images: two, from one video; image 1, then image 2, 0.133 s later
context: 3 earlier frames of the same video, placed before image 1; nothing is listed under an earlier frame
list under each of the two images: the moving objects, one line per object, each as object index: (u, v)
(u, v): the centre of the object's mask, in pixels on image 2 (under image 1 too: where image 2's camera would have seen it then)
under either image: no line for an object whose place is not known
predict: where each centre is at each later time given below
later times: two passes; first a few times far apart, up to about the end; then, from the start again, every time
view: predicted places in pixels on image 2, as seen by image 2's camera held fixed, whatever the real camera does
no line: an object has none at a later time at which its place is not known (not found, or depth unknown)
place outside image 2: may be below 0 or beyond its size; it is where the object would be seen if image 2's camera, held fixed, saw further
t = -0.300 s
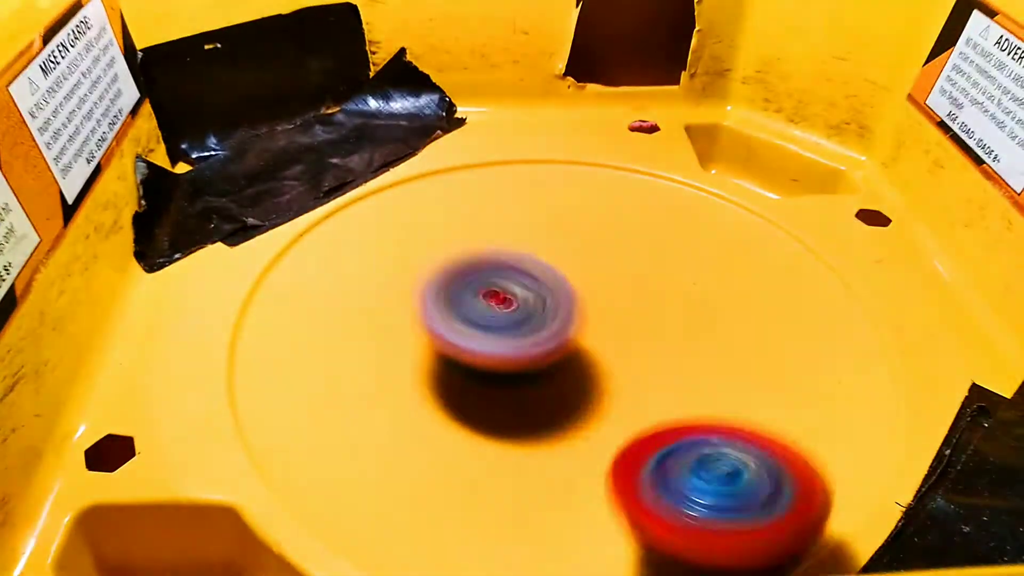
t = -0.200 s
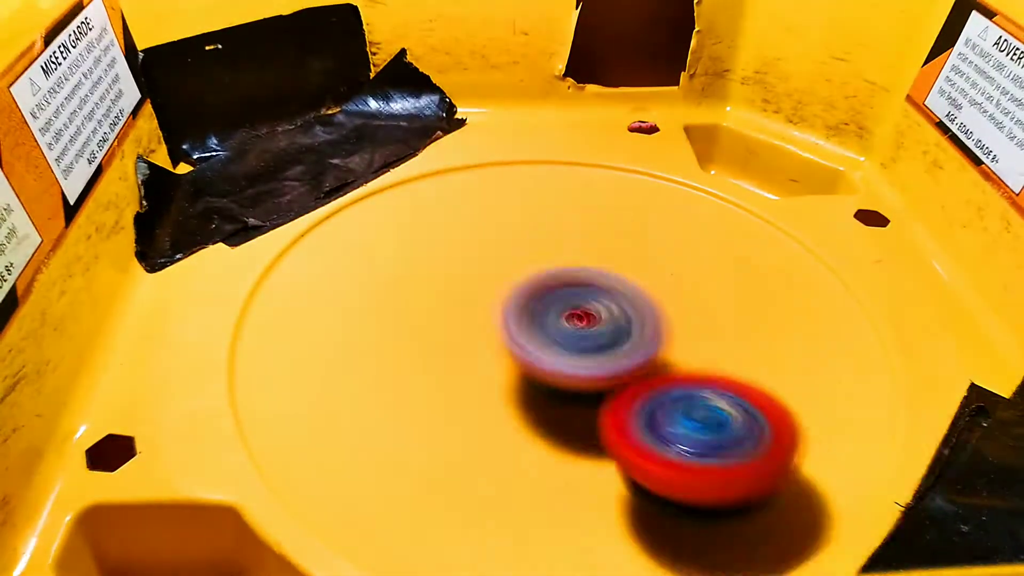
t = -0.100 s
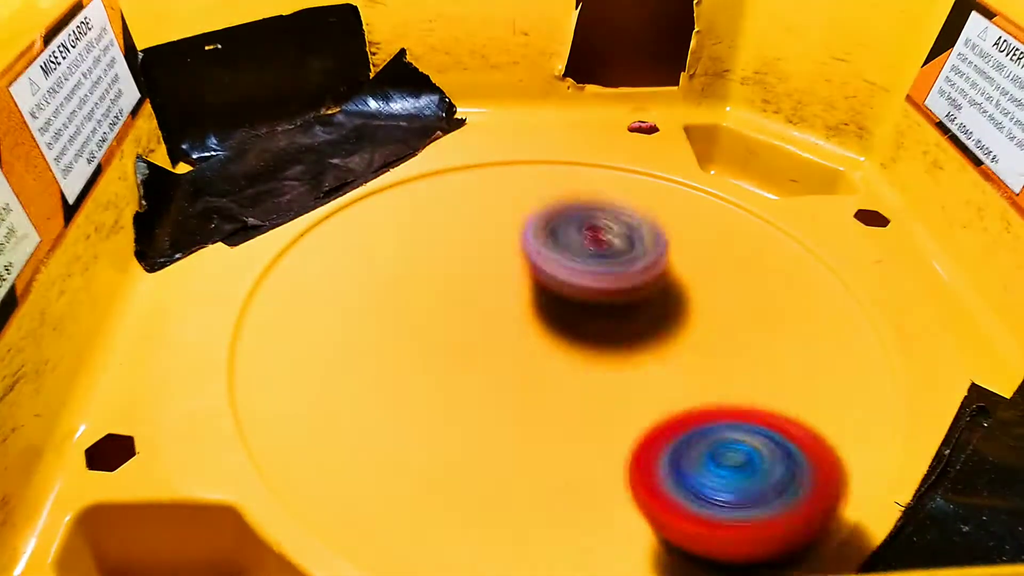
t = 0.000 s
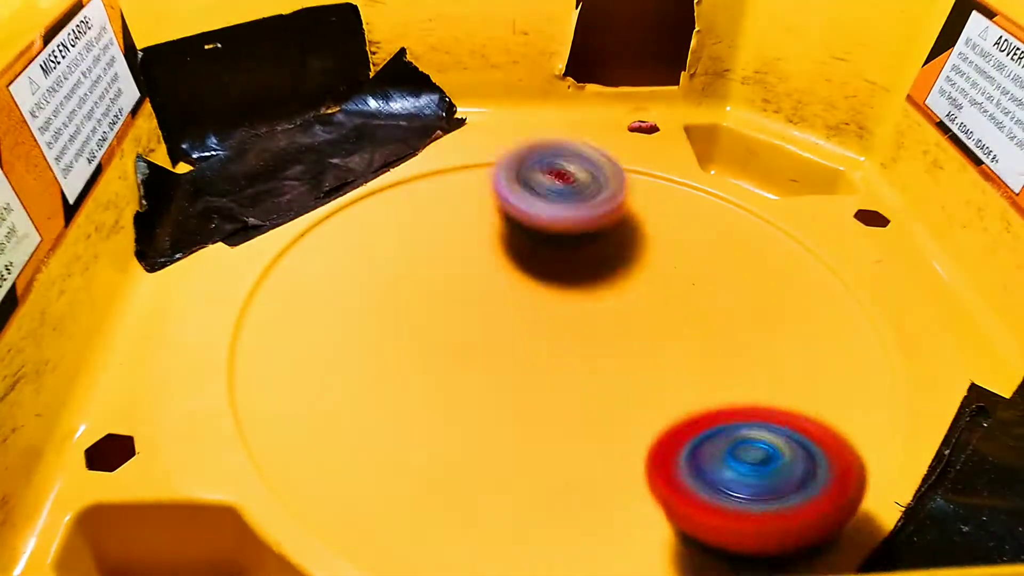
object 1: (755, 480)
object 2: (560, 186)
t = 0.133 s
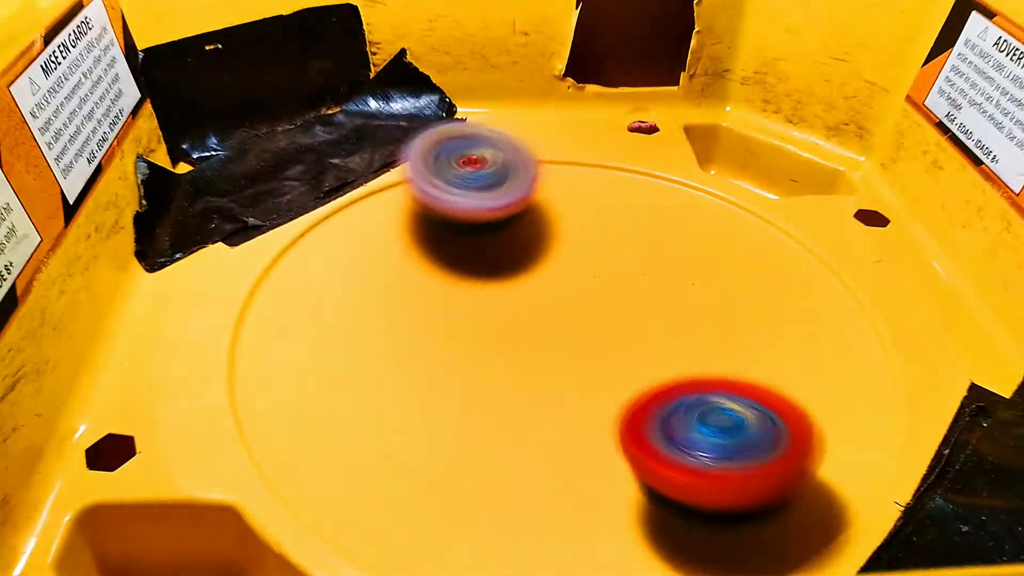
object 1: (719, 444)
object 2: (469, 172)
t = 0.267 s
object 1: (625, 404)
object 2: (409, 242)
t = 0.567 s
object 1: (682, 426)
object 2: (478, 289)
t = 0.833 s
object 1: (617, 345)
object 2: (526, 244)
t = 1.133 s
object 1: (539, 346)
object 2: (491, 232)
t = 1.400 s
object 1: (574, 458)
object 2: (518, 187)
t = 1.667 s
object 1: (637, 449)
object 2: (560, 231)
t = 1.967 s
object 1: (564, 355)
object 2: (661, 223)
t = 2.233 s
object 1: (475, 312)
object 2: (638, 225)
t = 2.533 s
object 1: (450, 280)
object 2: (642, 304)
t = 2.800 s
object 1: (511, 271)
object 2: (663, 330)
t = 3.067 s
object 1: (541, 227)
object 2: (702, 377)
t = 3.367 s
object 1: (575, 240)
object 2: (622, 353)
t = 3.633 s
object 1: (618, 243)
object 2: (535, 396)
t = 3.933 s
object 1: (635, 286)
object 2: (530, 364)
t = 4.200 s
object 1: (709, 276)
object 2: (454, 338)
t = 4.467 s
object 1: (679, 287)
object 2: (487, 301)
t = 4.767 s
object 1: (627, 333)
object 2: (479, 272)
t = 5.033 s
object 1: (601, 374)
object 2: (524, 246)
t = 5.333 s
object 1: (551, 362)
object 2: (587, 253)
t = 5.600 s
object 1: (419, 421)
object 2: (681, 178)
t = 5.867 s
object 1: (502, 374)
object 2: (616, 221)
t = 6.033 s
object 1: (497, 366)
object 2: (633, 255)
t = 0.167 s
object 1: (698, 434)
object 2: (447, 183)
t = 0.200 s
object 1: (676, 424)
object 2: (429, 199)
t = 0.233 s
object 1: (651, 413)
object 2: (414, 217)
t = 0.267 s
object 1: (625, 404)
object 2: (409, 242)
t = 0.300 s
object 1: (601, 395)
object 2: (412, 271)
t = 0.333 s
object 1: (576, 389)
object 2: (425, 298)
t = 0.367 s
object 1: (591, 412)
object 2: (426, 303)
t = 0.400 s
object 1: (612, 432)
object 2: (419, 299)
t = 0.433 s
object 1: (633, 444)
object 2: (421, 294)
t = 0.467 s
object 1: (649, 448)
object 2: (431, 290)
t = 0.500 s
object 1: (663, 446)
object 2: (445, 290)
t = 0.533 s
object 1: (674, 437)
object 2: (461, 290)
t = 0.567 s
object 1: (682, 426)
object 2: (478, 289)
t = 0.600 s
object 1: (686, 414)
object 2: (491, 288)
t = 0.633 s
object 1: (687, 401)
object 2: (502, 285)
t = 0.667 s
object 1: (683, 388)
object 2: (511, 280)
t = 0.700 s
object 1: (675, 377)
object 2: (518, 274)
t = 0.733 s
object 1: (663, 366)
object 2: (522, 265)
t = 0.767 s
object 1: (649, 357)
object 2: (525, 259)
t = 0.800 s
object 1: (631, 349)
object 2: (527, 252)
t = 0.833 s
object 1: (617, 345)
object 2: (526, 244)
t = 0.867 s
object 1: (605, 345)
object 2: (521, 235)
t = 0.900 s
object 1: (593, 345)
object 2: (515, 227)
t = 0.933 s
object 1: (580, 344)
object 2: (509, 222)
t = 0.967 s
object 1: (569, 343)
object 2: (502, 220)
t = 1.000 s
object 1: (560, 341)
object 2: (496, 222)
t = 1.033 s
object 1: (551, 338)
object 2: (492, 226)
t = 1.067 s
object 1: (545, 339)
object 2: (490, 229)
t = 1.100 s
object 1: (542, 343)
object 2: (489, 230)
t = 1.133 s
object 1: (539, 346)
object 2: (491, 232)
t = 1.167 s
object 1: (538, 348)
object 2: (495, 236)
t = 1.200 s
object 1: (534, 370)
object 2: (504, 229)
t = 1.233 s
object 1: (535, 394)
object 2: (511, 216)
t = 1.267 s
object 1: (540, 411)
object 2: (517, 205)
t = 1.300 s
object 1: (548, 426)
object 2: (519, 198)
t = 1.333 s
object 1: (556, 438)
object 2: (520, 192)
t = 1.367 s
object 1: (564, 448)
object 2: (519, 188)
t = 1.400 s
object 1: (574, 458)
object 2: (518, 187)
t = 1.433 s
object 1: (585, 466)
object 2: (517, 187)
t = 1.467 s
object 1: (595, 471)
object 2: (517, 190)
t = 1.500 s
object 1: (606, 474)
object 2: (519, 193)
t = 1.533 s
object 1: (615, 473)
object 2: (523, 200)
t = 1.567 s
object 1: (623, 471)
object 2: (530, 207)
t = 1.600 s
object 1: (630, 466)
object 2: (538, 215)
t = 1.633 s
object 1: (635, 459)
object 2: (549, 224)
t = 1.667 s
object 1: (637, 449)
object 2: (560, 231)
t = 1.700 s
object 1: (638, 438)
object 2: (573, 238)
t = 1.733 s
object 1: (637, 425)
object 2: (586, 242)
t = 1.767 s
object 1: (634, 411)
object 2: (598, 245)
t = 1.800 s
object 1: (629, 395)
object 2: (611, 248)
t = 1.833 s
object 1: (624, 380)
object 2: (622, 249)
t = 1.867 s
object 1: (618, 366)
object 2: (631, 250)
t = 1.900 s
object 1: (603, 358)
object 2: (640, 247)
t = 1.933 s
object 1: (582, 358)
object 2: (653, 234)
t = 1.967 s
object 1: (564, 355)
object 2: (661, 223)
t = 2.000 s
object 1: (550, 350)
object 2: (666, 214)
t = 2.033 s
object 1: (538, 345)
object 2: (667, 207)
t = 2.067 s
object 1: (527, 339)
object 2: (666, 205)
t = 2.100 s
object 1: (515, 333)
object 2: (661, 203)
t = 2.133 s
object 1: (504, 328)
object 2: (656, 205)
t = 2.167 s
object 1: (494, 322)
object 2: (649, 209)
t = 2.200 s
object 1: (484, 317)
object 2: (644, 216)
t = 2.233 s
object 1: (475, 312)
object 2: (638, 225)
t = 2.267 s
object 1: (467, 307)
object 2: (635, 235)
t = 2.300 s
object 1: (460, 302)
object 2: (632, 246)
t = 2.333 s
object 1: (455, 298)
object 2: (631, 258)
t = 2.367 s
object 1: (451, 294)
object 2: (630, 268)
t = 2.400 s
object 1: (448, 290)
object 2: (632, 278)
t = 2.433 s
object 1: (446, 287)
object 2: (633, 287)
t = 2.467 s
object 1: (446, 285)
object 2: (635, 295)
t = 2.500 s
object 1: (448, 282)
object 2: (637, 300)
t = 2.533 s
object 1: (450, 280)
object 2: (642, 304)
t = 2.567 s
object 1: (454, 279)
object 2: (647, 308)
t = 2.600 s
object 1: (459, 277)
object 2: (654, 311)
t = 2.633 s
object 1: (465, 276)
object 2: (659, 314)
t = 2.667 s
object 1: (472, 275)
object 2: (663, 316)
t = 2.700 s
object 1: (481, 274)
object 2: (666, 320)
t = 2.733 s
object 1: (490, 273)
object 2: (666, 323)
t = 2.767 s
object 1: (500, 272)
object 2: (666, 327)
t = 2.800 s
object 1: (511, 271)
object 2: (663, 330)
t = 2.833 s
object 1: (521, 269)
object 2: (661, 333)
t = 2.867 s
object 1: (525, 261)
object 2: (669, 347)
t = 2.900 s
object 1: (528, 251)
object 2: (679, 357)
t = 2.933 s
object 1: (530, 244)
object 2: (687, 367)
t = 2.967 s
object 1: (533, 238)
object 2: (693, 373)
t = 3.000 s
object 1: (535, 233)
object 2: (698, 376)
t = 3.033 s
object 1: (538, 230)
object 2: (700, 377)
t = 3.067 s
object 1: (541, 227)
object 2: (702, 377)
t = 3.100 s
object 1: (544, 225)
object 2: (702, 375)
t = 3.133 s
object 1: (547, 224)
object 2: (699, 373)
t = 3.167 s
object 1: (550, 224)
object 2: (694, 370)
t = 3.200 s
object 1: (553, 224)
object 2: (686, 368)
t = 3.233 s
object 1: (557, 226)
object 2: (676, 365)
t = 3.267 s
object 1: (561, 228)
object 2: (665, 362)
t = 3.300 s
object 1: (565, 231)
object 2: (651, 359)
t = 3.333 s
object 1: (570, 236)
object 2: (637, 355)
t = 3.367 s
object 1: (575, 240)
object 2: (622, 353)
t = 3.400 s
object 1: (580, 245)
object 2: (608, 351)
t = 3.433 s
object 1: (588, 247)
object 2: (593, 356)
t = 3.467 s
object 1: (597, 244)
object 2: (578, 366)
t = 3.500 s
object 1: (602, 242)
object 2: (564, 376)
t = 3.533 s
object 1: (607, 241)
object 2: (552, 384)
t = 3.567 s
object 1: (611, 241)
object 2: (544, 389)
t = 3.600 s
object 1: (615, 242)
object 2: (538, 394)
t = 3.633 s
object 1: (618, 243)
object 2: (535, 396)
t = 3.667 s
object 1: (621, 245)
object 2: (534, 397)
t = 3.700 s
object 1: (623, 248)
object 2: (535, 397)
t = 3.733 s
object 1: (626, 252)
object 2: (535, 395)
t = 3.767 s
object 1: (627, 256)
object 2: (536, 391)
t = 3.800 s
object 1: (629, 262)
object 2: (537, 388)
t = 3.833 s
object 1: (630, 268)
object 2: (537, 382)
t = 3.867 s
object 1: (631, 274)
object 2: (536, 376)
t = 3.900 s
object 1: (632, 280)
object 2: (535, 369)
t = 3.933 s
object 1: (635, 286)
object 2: (530, 364)
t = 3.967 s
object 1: (649, 288)
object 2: (512, 363)
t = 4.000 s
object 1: (664, 286)
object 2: (494, 363)
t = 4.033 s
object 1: (675, 283)
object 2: (480, 361)
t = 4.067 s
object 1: (685, 282)
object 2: (468, 358)
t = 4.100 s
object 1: (694, 280)
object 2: (461, 353)
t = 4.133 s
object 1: (701, 278)
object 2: (457, 349)
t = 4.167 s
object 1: (706, 277)
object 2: (454, 344)
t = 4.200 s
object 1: (709, 276)
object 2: (454, 338)
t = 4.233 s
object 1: (710, 276)
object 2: (456, 334)
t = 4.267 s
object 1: (711, 276)
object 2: (458, 328)
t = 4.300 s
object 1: (709, 276)
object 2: (462, 323)
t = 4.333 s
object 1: (707, 277)
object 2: (467, 318)
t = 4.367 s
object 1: (702, 279)
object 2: (472, 313)
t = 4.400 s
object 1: (696, 281)
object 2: (478, 309)
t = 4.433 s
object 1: (688, 284)
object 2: (482, 305)
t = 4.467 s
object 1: (679, 287)
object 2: (487, 301)
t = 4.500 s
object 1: (669, 290)
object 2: (492, 299)
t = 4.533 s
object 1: (660, 295)
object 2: (494, 296)
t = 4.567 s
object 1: (655, 300)
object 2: (488, 293)
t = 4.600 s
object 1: (652, 304)
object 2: (478, 289)
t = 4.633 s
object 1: (648, 309)
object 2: (471, 285)
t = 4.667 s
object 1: (644, 314)
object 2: (468, 281)
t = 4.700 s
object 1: (638, 320)
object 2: (469, 278)
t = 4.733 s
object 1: (632, 326)
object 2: (473, 275)
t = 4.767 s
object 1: (627, 333)
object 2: (479, 272)
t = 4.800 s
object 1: (624, 340)
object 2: (482, 265)
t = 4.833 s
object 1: (623, 347)
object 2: (486, 260)
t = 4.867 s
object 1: (620, 353)
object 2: (492, 255)
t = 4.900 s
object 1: (617, 359)
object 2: (498, 252)
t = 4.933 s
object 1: (613, 364)
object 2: (505, 250)
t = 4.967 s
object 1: (609, 368)
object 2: (511, 248)
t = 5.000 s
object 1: (605, 372)
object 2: (517, 247)
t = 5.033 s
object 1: (601, 374)
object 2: (524, 246)
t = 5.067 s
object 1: (596, 376)
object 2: (531, 246)
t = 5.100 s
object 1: (591, 377)
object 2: (538, 245)
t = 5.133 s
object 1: (585, 377)
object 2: (545, 246)
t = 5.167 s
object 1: (580, 377)
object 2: (553, 246)
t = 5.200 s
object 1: (574, 375)
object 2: (560, 247)
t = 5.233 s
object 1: (568, 373)
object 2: (567, 249)
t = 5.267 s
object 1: (562, 370)
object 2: (574, 250)
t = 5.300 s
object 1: (557, 367)
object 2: (581, 252)
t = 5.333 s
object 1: (551, 362)
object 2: (587, 253)
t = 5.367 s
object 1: (526, 366)
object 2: (598, 251)
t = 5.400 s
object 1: (490, 392)
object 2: (621, 234)
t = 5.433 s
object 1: (462, 408)
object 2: (642, 223)
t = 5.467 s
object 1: (441, 417)
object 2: (657, 213)
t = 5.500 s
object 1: (428, 421)
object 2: (667, 204)
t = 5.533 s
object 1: (420, 423)
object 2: (675, 195)
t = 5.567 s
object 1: (419, 421)
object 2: (680, 186)
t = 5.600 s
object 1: (419, 421)
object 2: (681, 178)
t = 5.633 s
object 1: (423, 419)
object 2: (678, 173)
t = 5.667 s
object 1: (431, 415)
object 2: (671, 171)
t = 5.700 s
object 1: (442, 410)
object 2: (663, 172)
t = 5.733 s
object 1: (452, 406)
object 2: (653, 176)
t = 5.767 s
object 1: (461, 399)
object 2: (643, 184)
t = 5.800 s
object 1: (477, 391)
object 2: (633, 195)
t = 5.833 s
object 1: (489, 385)
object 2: (625, 207)
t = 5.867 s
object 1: (502, 374)
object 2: (616, 221)
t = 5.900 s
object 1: (512, 367)
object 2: (608, 236)
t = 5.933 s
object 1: (525, 359)
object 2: (603, 251)
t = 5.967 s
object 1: (519, 356)
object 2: (606, 258)
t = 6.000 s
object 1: (501, 363)
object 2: (621, 256)
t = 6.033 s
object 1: (497, 366)
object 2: (633, 255)
